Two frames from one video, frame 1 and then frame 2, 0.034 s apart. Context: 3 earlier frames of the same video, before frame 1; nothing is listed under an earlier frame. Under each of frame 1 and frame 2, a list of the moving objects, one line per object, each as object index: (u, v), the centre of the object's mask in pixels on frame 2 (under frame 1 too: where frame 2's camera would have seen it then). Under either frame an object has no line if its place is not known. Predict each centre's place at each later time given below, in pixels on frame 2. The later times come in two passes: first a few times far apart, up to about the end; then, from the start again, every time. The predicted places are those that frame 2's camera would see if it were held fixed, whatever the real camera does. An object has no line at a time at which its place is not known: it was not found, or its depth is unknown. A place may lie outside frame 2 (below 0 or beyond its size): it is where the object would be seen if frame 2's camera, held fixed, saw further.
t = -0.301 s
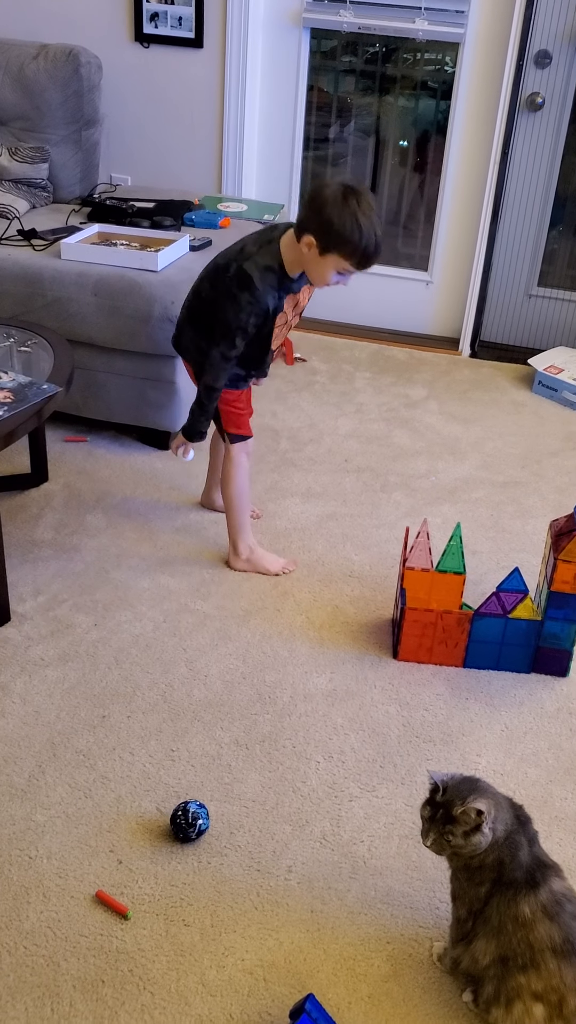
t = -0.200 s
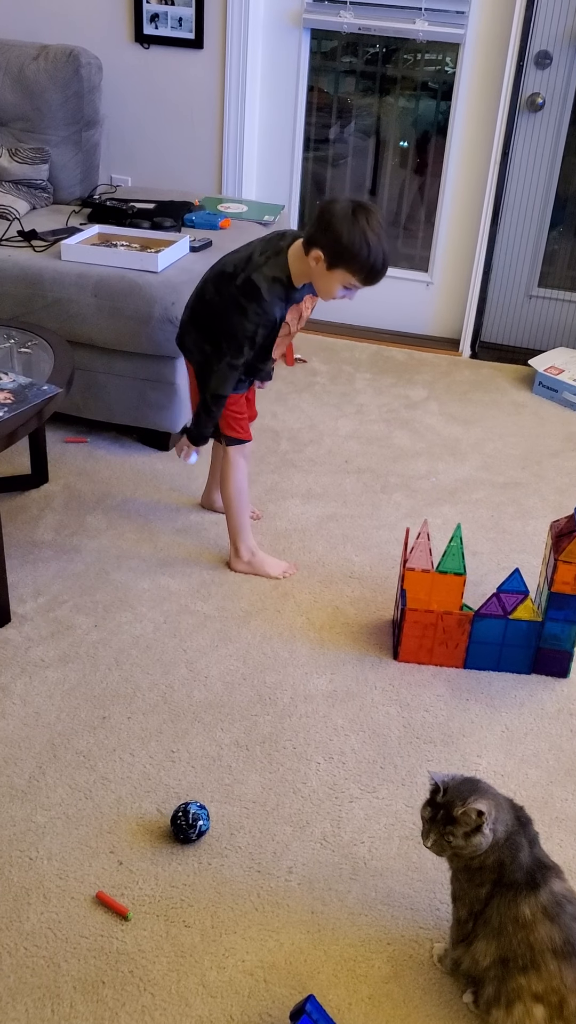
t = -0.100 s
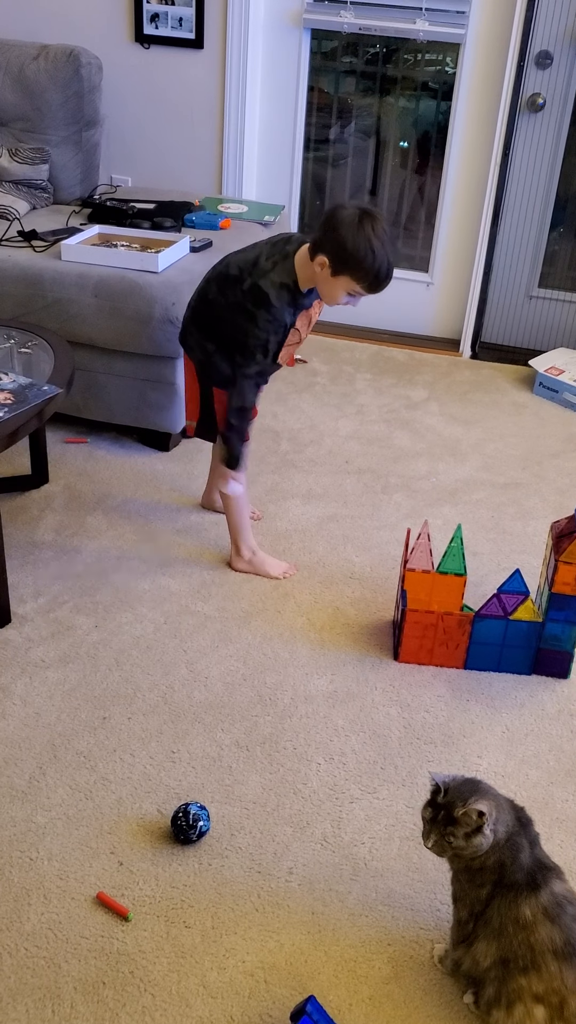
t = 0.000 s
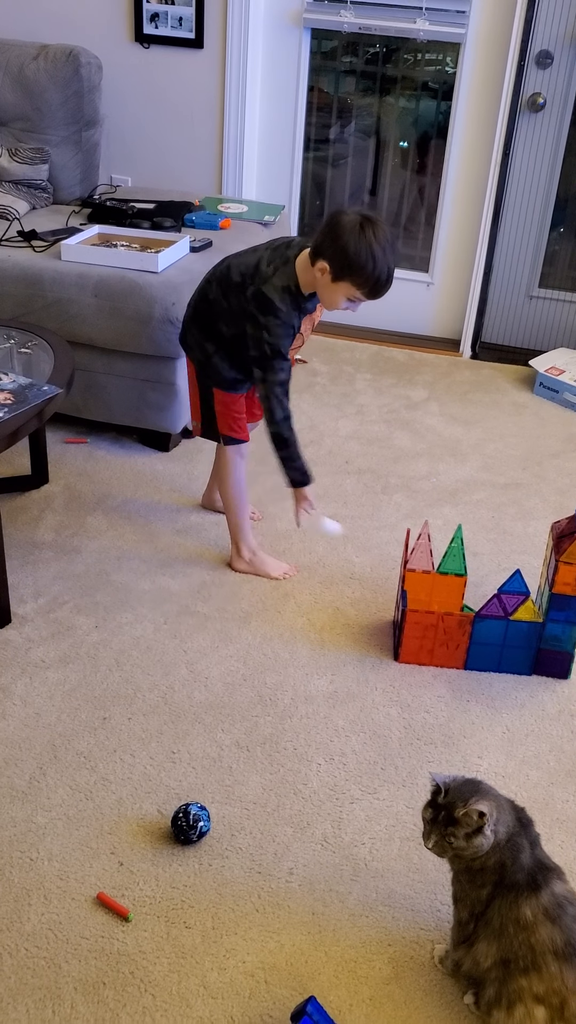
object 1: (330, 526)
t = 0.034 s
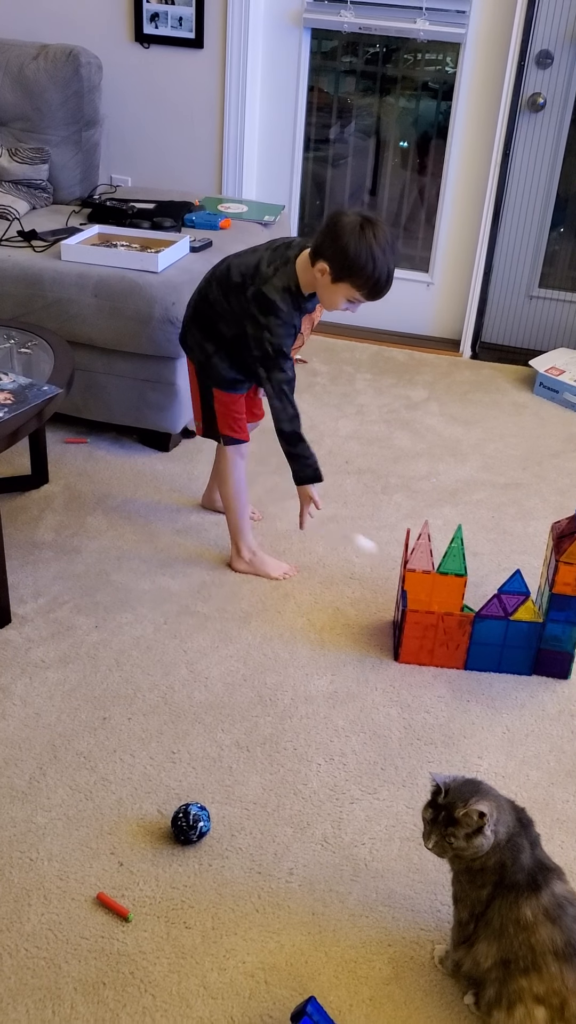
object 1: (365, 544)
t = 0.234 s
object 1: (329, 632)
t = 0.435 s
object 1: (272, 654)
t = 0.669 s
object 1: (212, 682)
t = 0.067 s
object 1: (392, 564)
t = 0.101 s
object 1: (379, 581)
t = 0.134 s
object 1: (366, 600)
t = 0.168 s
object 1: (350, 623)
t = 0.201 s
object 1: (337, 639)
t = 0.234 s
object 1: (329, 632)
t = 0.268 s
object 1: (320, 630)
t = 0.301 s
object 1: (311, 631)
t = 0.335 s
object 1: (301, 636)
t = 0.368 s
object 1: (290, 647)
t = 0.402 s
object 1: (280, 653)
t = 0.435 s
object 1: (272, 654)
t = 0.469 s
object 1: (263, 658)
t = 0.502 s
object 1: (253, 665)
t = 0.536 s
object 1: (245, 668)
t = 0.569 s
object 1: (237, 672)
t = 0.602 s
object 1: (228, 675)
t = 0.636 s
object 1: (219, 679)
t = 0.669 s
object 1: (212, 682)
